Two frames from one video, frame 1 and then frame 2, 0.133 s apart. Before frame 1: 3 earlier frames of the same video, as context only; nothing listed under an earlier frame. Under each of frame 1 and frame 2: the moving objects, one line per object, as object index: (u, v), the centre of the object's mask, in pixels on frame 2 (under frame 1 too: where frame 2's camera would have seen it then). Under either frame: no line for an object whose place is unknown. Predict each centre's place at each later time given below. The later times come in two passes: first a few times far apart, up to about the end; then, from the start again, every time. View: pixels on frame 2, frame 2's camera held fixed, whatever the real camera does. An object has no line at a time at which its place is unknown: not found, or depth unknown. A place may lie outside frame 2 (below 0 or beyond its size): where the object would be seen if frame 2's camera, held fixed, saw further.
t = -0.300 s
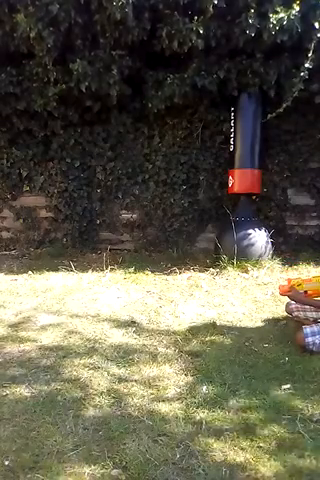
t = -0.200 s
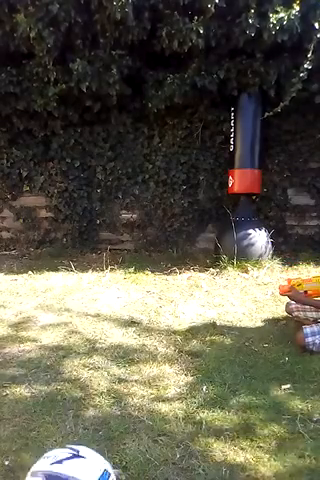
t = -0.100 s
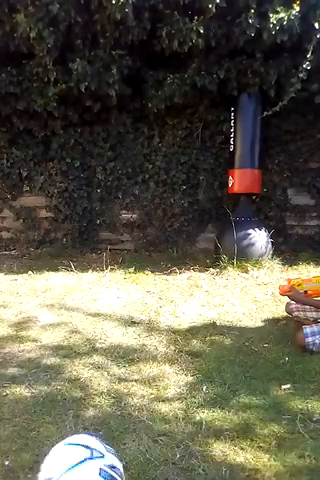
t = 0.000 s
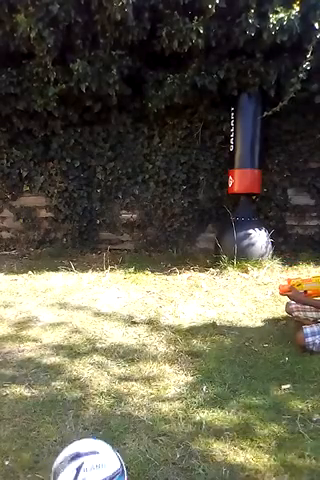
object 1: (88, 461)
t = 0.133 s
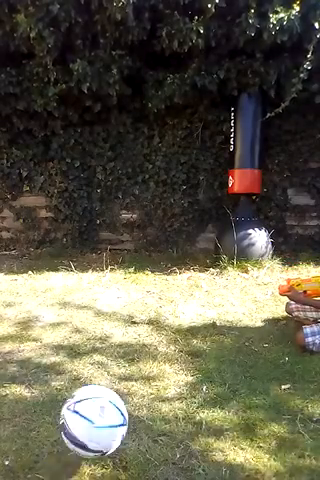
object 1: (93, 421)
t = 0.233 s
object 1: (99, 414)
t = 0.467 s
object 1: (105, 383)
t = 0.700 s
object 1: (104, 356)
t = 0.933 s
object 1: (102, 335)
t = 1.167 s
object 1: (100, 325)
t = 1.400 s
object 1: (92, 312)
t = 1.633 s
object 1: (84, 304)
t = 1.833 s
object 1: (85, 299)
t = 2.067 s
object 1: (84, 295)
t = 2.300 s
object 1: (82, 293)
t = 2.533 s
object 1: (80, 292)
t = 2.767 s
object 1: (80, 292)
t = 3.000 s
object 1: (81, 292)
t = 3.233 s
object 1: (82, 292)
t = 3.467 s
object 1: (82, 292)
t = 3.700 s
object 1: (83, 293)
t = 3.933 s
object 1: (83, 294)
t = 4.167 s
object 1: (82, 296)
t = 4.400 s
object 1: (80, 297)
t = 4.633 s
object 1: (80, 298)
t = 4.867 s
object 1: (80, 300)
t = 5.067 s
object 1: (80, 299)
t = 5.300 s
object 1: (80, 300)
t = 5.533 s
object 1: (80, 299)
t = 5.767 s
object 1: (80, 300)
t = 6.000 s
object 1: (80, 299)
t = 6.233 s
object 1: (80, 300)
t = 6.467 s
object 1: (80, 299)
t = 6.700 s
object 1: (80, 299)
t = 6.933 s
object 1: (80, 300)
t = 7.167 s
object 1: (79, 299)
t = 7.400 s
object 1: (79, 300)
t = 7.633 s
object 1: (79, 300)
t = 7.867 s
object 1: (79, 300)
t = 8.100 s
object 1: (80, 299)
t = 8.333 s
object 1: (80, 299)
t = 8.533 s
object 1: (80, 300)
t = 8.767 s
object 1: (79, 300)
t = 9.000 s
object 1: (79, 300)
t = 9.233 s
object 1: (80, 300)
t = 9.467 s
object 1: (80, 300)
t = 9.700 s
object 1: (80, 300)
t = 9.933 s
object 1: (82, 299)
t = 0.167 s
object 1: (95, 415)
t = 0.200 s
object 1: (97, 414)
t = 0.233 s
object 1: (99, 414)
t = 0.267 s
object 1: (100, 417)
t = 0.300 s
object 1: (101, 405)
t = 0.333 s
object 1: (101, 395)
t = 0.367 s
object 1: (102, 388)
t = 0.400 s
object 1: (103, 383)
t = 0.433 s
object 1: (104, 382)
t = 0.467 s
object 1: (105, 383)
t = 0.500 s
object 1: (105, 378)
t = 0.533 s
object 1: (104, 373)
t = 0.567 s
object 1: (104, 369)
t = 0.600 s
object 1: (104, 368)
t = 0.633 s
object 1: (104, 364)
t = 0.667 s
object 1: (104, 359)
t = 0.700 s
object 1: (104, 356)
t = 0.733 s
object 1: (104, 353)
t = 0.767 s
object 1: (104, 349)
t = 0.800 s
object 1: (103, 346)
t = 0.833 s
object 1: (102, 342)
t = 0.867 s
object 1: (102, 340)
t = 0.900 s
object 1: (102, 338)
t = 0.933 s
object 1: (102, 335)
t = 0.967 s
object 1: (103, 334)
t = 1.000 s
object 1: (102, 331)
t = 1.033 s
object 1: (102, 330)
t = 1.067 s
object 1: (102, 328)
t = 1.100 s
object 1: (102, 328)
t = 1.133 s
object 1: (101, 326)
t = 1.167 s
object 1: (100, 325)
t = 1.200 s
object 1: (100, 323)
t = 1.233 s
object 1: (100, 318)
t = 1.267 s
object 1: (97, 318)
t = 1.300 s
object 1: (96, 316)
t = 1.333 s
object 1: (95, 315)
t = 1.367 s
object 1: (94, 313)
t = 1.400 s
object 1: (92, 312)
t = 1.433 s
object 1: (91, 310)
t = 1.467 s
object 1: (90, 309)
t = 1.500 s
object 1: (89, 308)
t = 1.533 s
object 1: (87, 308)
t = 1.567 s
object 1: (86, 307)
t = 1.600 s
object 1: (85, 305)
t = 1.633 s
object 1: (84, 304)
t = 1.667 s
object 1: (84, 303)
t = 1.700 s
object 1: (84, 302)
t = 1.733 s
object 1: (83, 302)
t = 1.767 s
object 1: (84, 301)
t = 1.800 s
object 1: (85, 300)
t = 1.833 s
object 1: (85, 299)
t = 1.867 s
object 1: (84, 299)
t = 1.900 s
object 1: (84, 297)
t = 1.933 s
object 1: (84, 297)
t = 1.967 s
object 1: (84, 296)
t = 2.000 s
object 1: (84, 296)
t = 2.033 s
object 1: (84, 295)
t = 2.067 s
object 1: (84, 295)
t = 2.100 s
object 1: (84, 295)
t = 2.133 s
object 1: (84, 294)
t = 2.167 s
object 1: (84, 293)
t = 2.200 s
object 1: (83, 293)
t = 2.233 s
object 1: (83, 293)
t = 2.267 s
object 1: (82, 293)
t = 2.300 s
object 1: (82, 293)
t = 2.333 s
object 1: (81, 293)
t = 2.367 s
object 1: (81, 293)
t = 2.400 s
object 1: (81, 293)
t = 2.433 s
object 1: (81, 292)
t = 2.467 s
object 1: (80, 292)
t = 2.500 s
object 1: (80, 292)
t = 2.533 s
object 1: (80, 292)
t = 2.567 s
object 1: (80, 292)
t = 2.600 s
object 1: (81, 291)
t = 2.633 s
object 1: (81, 291)
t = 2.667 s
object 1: (80, 292)
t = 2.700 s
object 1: (81, 291)
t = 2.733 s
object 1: (80, 292)
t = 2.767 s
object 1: (80, 292)
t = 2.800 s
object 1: (80, 292)
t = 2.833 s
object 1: (81, 292)
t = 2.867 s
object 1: (81, 292)
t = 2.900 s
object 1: (81, 292)
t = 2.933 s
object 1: (81, 292)
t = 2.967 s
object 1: (81, 292)
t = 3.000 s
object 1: (81, 292)
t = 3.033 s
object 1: (81, 292)
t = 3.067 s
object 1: (81, 292)
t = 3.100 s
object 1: (82, 292)
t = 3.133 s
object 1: (82, 292)
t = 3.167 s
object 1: (82, 292)
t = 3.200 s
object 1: (82, 292)
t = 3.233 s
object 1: (82, 292)
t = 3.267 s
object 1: (82, 292)
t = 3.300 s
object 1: (82, 292)
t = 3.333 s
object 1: (82, 292)
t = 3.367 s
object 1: (82, 292)
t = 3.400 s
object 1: (82, 292)
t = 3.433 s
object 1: (82, 292)
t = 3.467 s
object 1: (82, 292)
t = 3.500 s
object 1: (82, 292)
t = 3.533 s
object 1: (82, 292)
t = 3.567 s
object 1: (82, 292)
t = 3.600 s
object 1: (82, 292)
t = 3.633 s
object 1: (82, 293)
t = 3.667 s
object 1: (83, 293)
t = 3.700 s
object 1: (83, 293)
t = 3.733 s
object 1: (83, 293)
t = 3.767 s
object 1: (83, 293)
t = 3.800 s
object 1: (83, 293)
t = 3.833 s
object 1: (83, 293)
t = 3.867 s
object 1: (83, 294)
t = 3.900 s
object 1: (83, 294)
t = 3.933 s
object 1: (83, 294)
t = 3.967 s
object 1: (83, 294)
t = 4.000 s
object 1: (82, 295)
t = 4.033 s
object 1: (82, 295)
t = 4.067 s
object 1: (82, 295)
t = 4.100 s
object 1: (82, 295)
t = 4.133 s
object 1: (83, 295)
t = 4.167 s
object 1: (82, 296)
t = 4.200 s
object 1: (82, 296)
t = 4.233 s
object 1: (81, 296)
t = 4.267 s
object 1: (81, 296)
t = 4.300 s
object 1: (81, 296)
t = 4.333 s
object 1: (81, 296)
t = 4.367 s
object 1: (80, 297)
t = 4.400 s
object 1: (80, 297)
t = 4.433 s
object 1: (80, 297)
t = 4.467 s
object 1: (80, 297)
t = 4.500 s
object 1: (80, 297)
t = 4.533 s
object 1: (80, 297)
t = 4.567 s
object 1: (80, 298)
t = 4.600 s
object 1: (80, 298)
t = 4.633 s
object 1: (80, 298)
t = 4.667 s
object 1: (80, 298)
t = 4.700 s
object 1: (80, 298)
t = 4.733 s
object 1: (80, 299)
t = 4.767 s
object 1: (80, 299)
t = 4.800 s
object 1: (80, 299)
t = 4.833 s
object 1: (80, 299)
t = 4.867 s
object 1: (80, 300)
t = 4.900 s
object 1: (80, 299)
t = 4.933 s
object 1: (80, 300)
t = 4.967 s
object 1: (80, 299)
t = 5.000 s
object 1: (80, 300)
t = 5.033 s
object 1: (80, 299)
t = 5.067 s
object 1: (80, 299)
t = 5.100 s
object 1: (80, 299)
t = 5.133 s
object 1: (80, 299)
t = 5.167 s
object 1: (80, 299)
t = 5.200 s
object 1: (80, 299)
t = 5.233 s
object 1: (80, 299)
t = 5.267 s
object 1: (80, 299)
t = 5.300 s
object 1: (80, 300)
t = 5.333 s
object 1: (80, 299)
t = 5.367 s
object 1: (80, 299)
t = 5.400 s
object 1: (80, 299)
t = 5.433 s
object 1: (80, 299)
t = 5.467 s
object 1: (80, 299)
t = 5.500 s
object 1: (80, 299)
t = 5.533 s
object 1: (80, 299)
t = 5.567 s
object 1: (80, 300)
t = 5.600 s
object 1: (80, 299)
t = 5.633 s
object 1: (80, 299)
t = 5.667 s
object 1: (80, 299)
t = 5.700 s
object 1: (80, 300)
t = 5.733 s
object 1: (80, 300)
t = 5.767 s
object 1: (80, 300)
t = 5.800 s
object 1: (80, 299)
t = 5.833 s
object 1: (80, 299)
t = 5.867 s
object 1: (80, 299)
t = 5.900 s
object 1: (80, 299)
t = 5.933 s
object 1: (80, 300)
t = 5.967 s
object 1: (80, 300)
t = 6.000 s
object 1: (80, 299)
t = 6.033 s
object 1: (80, 300)
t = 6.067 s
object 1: (80, 299)
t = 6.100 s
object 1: (80, 299)
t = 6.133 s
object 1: (80, 300)
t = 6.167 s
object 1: (80, 300)
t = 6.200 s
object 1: (80, 299)
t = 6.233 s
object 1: (80, 300)
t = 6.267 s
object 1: (80, 299)
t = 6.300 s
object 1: (80, 300)
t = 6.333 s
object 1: (80, 300)
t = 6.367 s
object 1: (80, 300)
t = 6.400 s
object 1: (80, 300)
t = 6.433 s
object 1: (80, 300)
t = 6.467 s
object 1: (80, 299)
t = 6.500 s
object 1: (80, 300)
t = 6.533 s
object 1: (80, 300)
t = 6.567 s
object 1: (80, 300)
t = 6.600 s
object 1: (80, 300)
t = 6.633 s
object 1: (80, 300)
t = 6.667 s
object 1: (80, 299)
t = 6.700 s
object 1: (80, 299)
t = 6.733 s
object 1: (80, 299)
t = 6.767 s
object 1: (80, 300)
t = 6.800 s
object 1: (80, 300)
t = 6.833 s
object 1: (80, 299)
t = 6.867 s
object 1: (80, 299)
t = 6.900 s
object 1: (80, 299)
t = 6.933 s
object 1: (80, 300)
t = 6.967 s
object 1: (80, 299)
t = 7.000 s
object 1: (80, 300)
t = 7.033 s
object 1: (80, 299)
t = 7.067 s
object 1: (79, 299)
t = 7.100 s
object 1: (79, 300)
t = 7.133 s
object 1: (79, 300)
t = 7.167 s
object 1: (79, 299)
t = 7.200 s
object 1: (79, 300)
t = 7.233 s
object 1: (79, 300)
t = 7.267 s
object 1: (79, 300)
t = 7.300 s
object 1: (79, 300)
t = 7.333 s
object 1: (79, 300)
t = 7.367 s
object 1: (79, 300)
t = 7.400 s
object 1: (79, 300)
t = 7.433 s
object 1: (79, 300)
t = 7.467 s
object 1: (79, 300)
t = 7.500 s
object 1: (79, 300)
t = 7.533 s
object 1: (79, 300)
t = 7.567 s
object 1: (79, 300)
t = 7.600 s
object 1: (79, 300)
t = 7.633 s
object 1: (79, 300)
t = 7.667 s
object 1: (79, 300)
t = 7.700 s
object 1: (79, 300)
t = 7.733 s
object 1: (79, 300)
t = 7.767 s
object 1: (79, 300)
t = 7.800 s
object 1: (79, 300)
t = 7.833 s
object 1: (79, 300)
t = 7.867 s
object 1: (79, 300)
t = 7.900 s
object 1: (79, 300)
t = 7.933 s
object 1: (79, 300)
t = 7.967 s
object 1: (79, 300)
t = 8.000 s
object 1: (80, 299)
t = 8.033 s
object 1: (80, 299)
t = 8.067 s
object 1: (80, 299)
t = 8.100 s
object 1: (80, 299)
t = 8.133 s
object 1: (80, 299)
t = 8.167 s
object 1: (80, 299)
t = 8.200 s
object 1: (80, 299)
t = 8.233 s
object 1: (80, 299)
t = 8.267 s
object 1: (80, 299)
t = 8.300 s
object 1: (80, 299)
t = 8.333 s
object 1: (80, 299)
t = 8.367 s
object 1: (80, 299)
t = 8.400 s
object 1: (80, 299)
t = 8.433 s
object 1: (80, 299)
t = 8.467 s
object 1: (80, 299)
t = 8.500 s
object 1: (80, 300)
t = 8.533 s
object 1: (80, 300)
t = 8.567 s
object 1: (80, 300)
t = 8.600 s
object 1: (80, 300)
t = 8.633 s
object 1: (80, 300)
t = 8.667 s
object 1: (80, 300)
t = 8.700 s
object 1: (80, 300)
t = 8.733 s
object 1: (79, 300)
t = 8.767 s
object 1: (79, 300)
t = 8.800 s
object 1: (79, 300)
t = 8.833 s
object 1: (79, 300)
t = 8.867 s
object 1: (79, 300)
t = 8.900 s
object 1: (79, 300)
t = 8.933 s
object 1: (79, 300)
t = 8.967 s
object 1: (79, 300)
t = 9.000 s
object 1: (79, 300)
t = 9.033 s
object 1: (79, 300)
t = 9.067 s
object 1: (79, 300)
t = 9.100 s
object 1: (79, 300)
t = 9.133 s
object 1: (79, 300)
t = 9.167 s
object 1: (79, 300)
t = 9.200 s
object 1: (79, 300)
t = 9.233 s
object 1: (80, 300)
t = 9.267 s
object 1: (80, 300)
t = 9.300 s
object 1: (80, 300)
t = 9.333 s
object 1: (79, 300)
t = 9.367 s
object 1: (79, 300)
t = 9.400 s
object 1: (79, 300)
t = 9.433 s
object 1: (79, 300)
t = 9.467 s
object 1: (80, 300)
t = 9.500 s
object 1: (80, 300)
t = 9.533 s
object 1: (80, 300)
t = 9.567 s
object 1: (80, 300)
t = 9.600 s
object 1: (80, 300)
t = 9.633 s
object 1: (80, 300)
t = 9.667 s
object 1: (80, 300)
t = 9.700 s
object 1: (80, 300)
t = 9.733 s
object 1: (80, 300)
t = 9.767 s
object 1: (80, 300)
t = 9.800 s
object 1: (80, 300)
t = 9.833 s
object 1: (80, 300)
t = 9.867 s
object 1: (82, 299)
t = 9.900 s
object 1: (82, 299)
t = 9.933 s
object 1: (82, 299)
